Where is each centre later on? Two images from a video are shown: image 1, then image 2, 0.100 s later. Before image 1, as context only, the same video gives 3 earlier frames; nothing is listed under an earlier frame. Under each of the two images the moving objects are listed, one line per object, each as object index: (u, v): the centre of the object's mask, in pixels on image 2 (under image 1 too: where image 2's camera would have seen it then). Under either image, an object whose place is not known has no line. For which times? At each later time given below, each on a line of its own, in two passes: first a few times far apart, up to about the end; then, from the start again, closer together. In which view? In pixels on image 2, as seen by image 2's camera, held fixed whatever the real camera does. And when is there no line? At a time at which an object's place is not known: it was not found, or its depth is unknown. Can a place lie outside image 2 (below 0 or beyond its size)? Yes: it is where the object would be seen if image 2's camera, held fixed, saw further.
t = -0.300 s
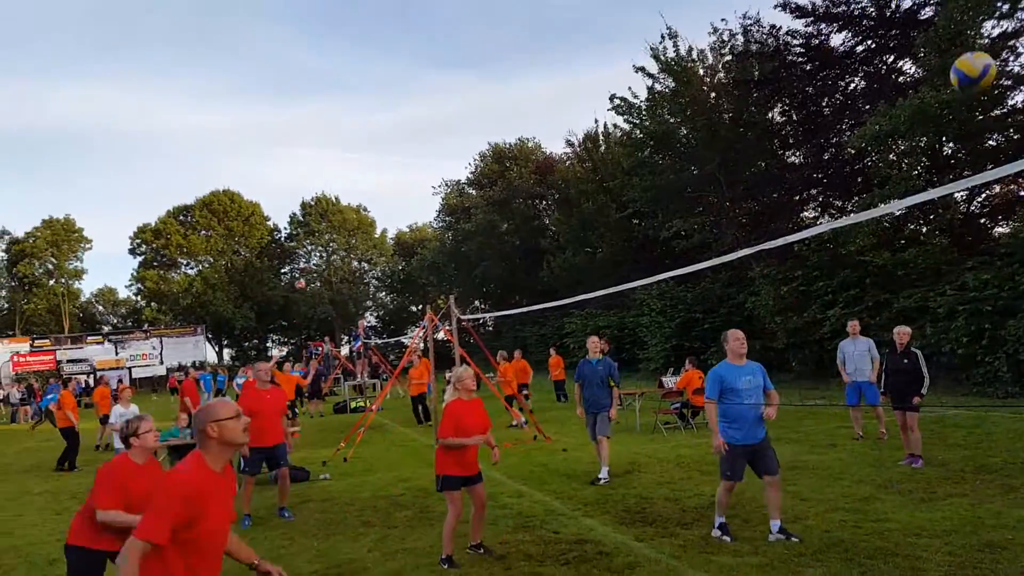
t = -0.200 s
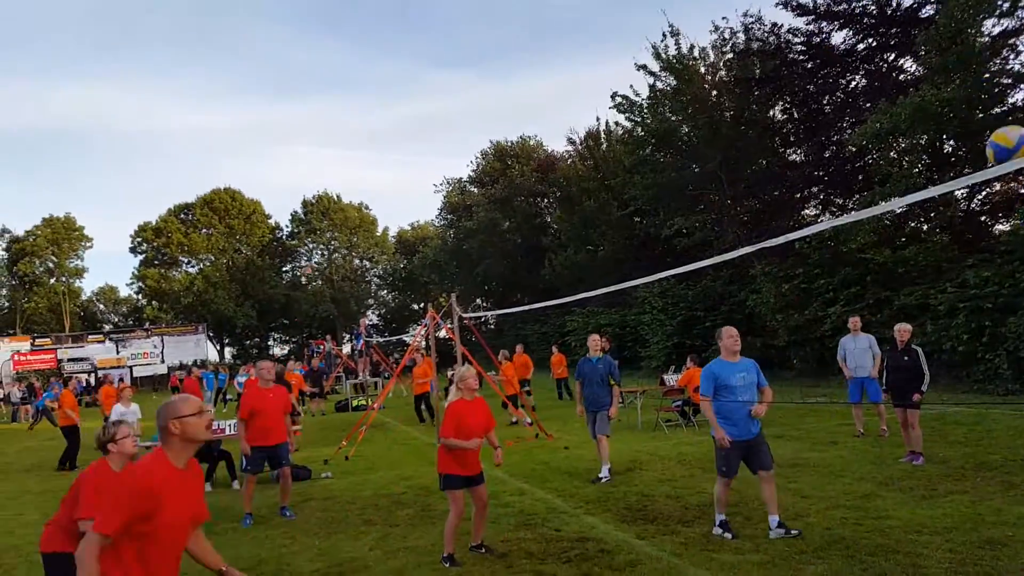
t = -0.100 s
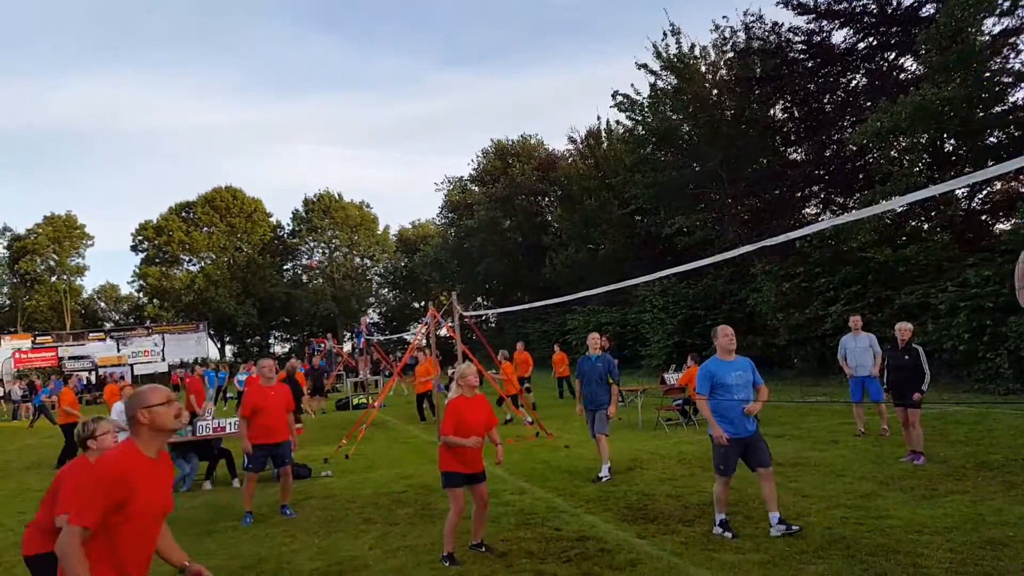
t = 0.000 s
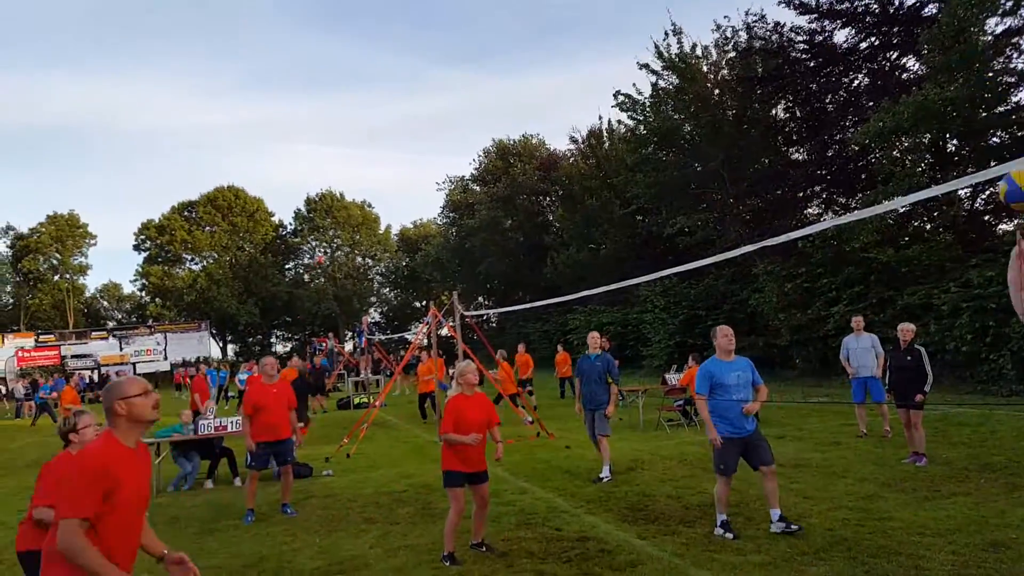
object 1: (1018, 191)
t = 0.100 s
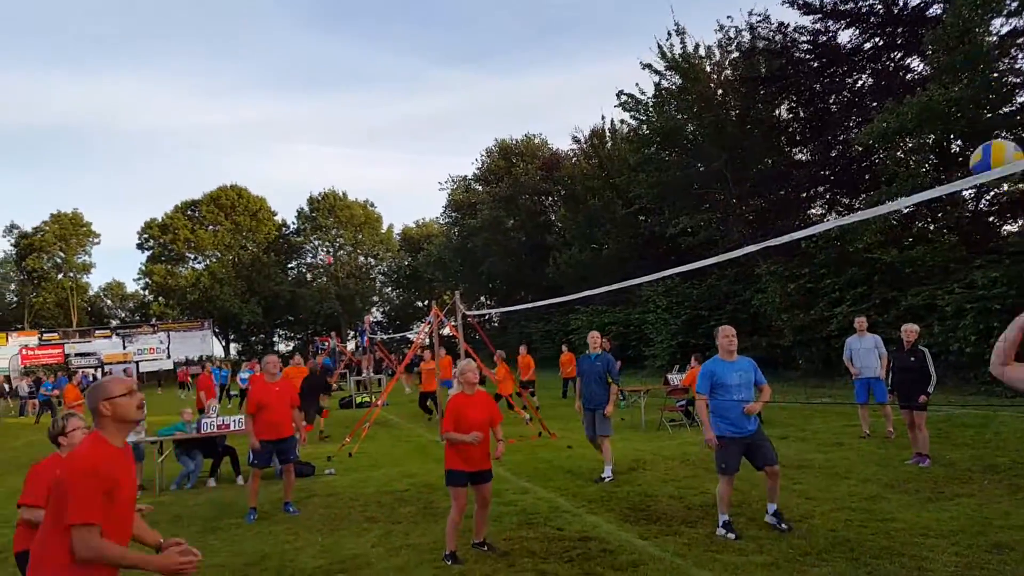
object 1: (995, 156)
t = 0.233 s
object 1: (953, 156)
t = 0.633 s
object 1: (835, 370)
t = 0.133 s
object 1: (985, 154)
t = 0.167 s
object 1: (975, 153)
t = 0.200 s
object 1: (963, 154)
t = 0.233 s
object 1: (953, 156)
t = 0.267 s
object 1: (942, 161)
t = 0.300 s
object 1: (931, 167)
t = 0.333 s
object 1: (919, 173)
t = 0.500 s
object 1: (873, 248)
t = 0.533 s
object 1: (865, 274)
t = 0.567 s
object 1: (856, 303)
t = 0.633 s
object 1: (835, 370)
